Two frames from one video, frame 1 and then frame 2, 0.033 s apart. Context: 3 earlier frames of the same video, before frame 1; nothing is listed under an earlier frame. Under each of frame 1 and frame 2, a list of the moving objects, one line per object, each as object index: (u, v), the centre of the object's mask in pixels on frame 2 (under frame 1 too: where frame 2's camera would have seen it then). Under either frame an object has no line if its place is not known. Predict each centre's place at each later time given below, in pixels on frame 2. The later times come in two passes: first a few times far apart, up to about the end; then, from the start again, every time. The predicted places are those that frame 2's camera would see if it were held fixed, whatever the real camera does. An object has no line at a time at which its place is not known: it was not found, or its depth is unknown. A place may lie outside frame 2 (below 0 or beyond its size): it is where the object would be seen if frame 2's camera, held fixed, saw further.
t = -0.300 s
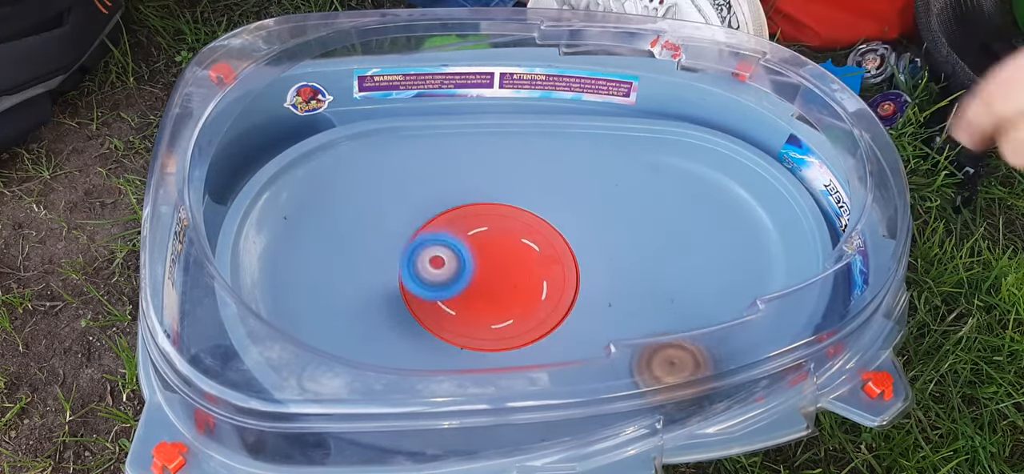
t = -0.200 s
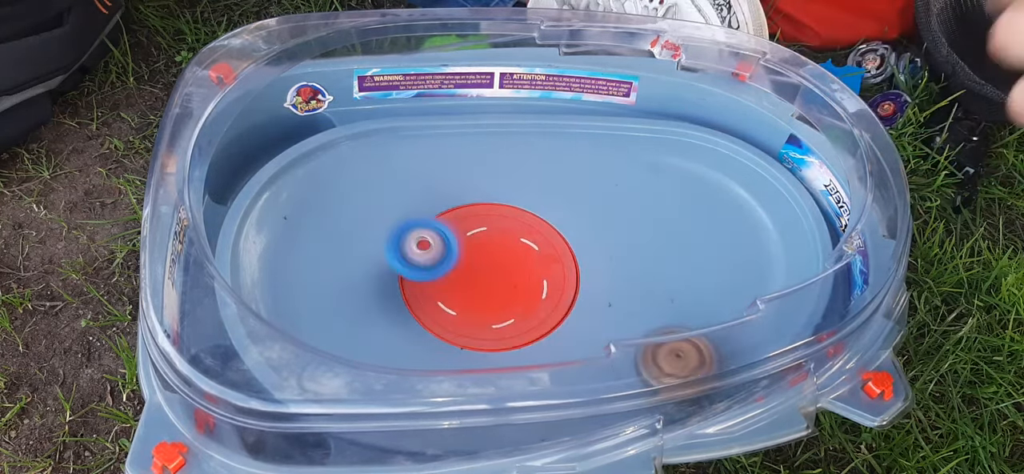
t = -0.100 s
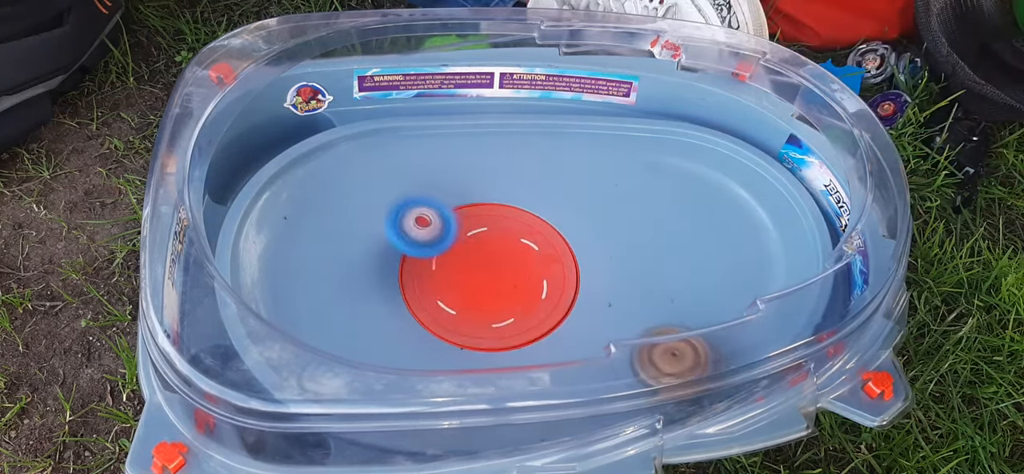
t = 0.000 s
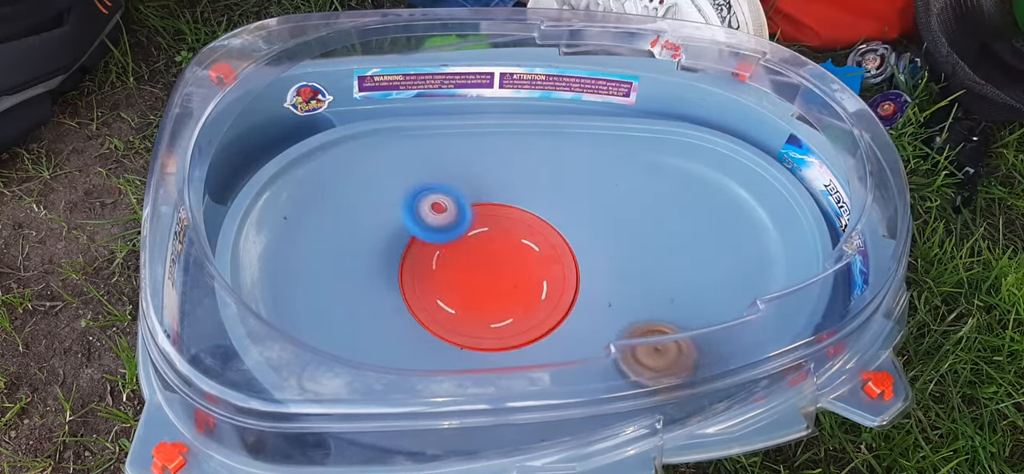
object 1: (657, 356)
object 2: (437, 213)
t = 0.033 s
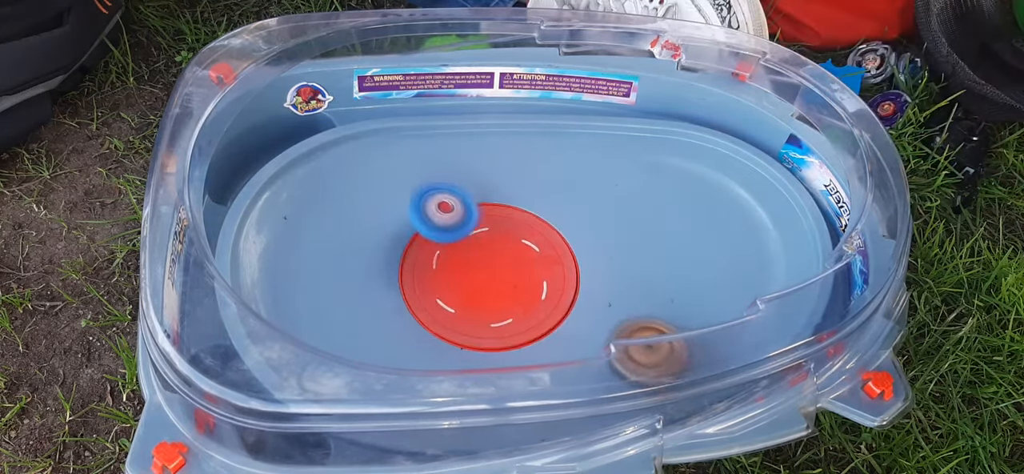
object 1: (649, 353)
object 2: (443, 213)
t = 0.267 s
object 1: (576, 319)
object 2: (476, 244)
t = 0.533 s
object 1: (542, 273)
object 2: (435, 249)
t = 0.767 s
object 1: (476, 266)
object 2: (452, 200)
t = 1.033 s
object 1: (460, 284)
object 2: (541, 243)
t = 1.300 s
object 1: (439, 309)
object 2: (528, 311)
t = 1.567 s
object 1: (424, 291)
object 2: (532, 306)
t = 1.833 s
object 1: (452, 258)
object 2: (529, 273)
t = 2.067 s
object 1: (467, 210)
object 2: (541, 223)
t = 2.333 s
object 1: (472, 197)
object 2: (540, 215)
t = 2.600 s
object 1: (463, 203)
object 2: (545, 263)
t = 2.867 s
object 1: (520, 227)
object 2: (467, 266)
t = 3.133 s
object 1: (555, 220)
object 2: (486, 209)
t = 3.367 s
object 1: (569, 248)
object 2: (499, 192)
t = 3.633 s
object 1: (570, 268)
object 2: (507, 220)
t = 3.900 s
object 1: (555, 282)
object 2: (468, 262)
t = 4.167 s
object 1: (513, 299)
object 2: (445, 268)
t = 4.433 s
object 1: (483, 321)
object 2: (481, 245)
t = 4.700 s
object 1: (483, 315)
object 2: (540, 273)
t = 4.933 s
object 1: (468, 290)
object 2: (540, 294)
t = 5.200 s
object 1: (445, 250)
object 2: (515, 270)
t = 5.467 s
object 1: (444, 226)
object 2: (541, 234)
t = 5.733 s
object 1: (477, 220)
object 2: (553, 237)
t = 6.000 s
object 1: (489, 199)
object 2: (543, 272)
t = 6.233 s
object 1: (503, 206)
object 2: (487, 259)
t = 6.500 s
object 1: (537, 214)
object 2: (465, 222)
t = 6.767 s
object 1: (563, 251)
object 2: (450, 203)
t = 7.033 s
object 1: (575, 263)
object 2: (482, 233)
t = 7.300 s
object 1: (554, 285)
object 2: (466, 261)
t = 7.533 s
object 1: (497, 303)
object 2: (455, 248)
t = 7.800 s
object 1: (461, 308)
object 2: (483, 239)
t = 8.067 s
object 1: (449, 285)
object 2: (529, 266)
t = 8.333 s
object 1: (460, 246)
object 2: (530, 288)
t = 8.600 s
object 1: (494, 216)
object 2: (488, 270)
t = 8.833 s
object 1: (528, 206)
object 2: (465, 239)
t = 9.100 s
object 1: (553, 224)
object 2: (479, 210)
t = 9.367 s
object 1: (564, 258)
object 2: (510, 222)
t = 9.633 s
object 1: (545, 299)
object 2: (488, 210)
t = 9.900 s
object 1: (497, 301)
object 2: (495, 240)
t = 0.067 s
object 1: (639, 347)
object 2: (450, 214)
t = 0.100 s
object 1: (629, 342)
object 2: (457, 217)
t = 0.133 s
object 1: (619, 338)
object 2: (463, 222)
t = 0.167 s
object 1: (608, 332)
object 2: (468, 227)
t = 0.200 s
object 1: (596, 325)
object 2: (472, 233)
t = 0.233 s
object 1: (586, 323)
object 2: (474, 238)
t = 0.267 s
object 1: (576, 319)
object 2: (476, 244)
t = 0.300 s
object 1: (564, 309)
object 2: (475, 249)
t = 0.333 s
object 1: (559, 302)
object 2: (475, 254)
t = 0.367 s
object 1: (558, 298)
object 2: (477, 261)
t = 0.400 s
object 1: (554, 292)
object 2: (480, 267)
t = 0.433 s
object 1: (554, 287)
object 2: (472, 265)
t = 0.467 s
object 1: (554, 284)
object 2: (455, 262)
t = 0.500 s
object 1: (549, 278)
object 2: (443, 256)
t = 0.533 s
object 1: (542, 273)
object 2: (435, 249)
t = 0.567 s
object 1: (532, 268)
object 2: (430, 241)
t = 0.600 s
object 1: (521, 264)
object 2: (428, 232)
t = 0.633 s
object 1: (510, 262)
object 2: (429, 225)
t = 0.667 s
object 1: (499, 260)
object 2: (433, 219)
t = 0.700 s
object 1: (488, 259)
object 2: (437, 213)
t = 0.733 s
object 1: (481, 262)
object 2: (443, 207)
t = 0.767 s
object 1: (476, 266)
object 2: (452, 200)
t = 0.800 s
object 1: (471, 270)
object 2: (463, 198)
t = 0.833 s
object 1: (467, 273)
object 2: (476, 198)
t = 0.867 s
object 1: (466, 275)
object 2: (488, 202)
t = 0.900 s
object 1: (465, 277)
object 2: (499, 208)
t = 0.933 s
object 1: (467, 278)
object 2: (509, 216)
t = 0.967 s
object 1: (469, 279)
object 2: (517, 227)
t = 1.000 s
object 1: (470, 279)
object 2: (523, 238)
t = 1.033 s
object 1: (460, 284)
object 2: (541, 243)
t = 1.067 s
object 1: (449, 286)
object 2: (557, 250)
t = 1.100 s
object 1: (441, 289)
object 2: (567, 260)
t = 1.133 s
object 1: (436, 294)
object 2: (573, 271)
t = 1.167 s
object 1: (433, 299)
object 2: (563, 281)
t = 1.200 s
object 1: (433, 302)
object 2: (557, 291)
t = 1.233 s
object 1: (433, 305)
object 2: (547, 299)
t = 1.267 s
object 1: (435, 307)
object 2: (537, 306)
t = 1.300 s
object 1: (439, 309)
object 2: (528, 311)
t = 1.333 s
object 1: (442, 308)
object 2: (517, 314)
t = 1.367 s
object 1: (436, 303)
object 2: (522, 314)
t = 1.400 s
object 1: (428, 297)
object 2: (526, 309)
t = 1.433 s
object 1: (424, 294)
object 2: (530, 307)
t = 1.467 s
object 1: (422, 292)
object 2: (531, 307)
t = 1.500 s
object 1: (422, 292)
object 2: (532, 307)
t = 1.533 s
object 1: (423, 291)
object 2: (532, 307)
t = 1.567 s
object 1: (424, 291)
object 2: (532, 306)
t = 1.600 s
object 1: (426, 290)
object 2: (532, 305)
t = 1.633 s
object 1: (430, 288)
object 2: (532, 303)
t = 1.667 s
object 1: (434, 285)
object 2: (531, 301)
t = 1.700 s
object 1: (437, 281)
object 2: (529, 297)
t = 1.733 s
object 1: (441, 277)
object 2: (528, 291)
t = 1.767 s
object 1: (446, 272)
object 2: (528, 286)
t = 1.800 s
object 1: (449, 265)
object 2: (529, 279)
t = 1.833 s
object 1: (452, 258)
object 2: (529, 273)
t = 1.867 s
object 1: (454, 251)
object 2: (530, 265)
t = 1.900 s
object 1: (456, 244)
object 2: (532, 258)
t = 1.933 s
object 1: (458, 238)
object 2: (534, 251)
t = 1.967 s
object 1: (461, 231)
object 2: (534, 243)
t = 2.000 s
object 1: (464, 224)
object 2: (535, 236)
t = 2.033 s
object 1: (466, 217)
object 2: (538, 228)
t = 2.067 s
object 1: (467, 210)
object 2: (541, 223)
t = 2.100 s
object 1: (466, 203)
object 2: (545, 217)
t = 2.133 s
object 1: (465, 196)
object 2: (548, 213)
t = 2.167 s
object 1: (466, 195)
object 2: (546, 213)
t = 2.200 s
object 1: (467, 198)
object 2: (543, 215)
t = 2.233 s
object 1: (468, 199)
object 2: (543, 215)
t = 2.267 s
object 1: (469, 198)
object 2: (543, 215)
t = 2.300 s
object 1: (471, 198)
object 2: (543, 214)
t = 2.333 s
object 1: (472, 197)
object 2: (540, 215)
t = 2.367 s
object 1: (472, 197)
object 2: (537, 216)
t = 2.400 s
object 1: (473, 196)
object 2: (535, 217)
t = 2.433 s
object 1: (474, 196)
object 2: (534, 220)
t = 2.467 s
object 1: (475, 197)
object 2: (534, 223)
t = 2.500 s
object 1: (470, 193)
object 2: (545, 236)
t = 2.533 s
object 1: (464, 196)
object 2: (550, 246)
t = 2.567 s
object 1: (461, 200)
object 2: (549, 254)
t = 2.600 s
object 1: (463, 203)
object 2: (545, 263)
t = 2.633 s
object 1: (466, 208)
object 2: (538, 269)
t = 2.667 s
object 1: (470, 213)
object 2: (529, 275)
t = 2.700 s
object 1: (475, 217)
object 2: (517, 279)
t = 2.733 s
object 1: (482, 221)
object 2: (506, 280)
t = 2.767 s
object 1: (490, 222)
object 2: (495, 279)
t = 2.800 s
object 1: (500, 224)
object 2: (485, 277)
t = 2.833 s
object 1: (511, 226)
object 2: (475, 272)
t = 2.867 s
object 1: (520, 227)
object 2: (467, 266)
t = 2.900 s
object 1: (530, 227)
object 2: (460, 258)
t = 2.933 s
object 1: (538, 225)
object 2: (457, 249)
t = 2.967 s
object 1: (546, 222)
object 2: (456, 239)
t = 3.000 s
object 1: (552, 219)
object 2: (459, 232)
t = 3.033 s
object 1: (551, 219)
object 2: (463, 224)
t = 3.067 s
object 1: (549, 220)
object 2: (470, 218)
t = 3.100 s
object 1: (550, 220)
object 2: (478, 212)
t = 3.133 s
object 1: (555, 220)
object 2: (486, 209)
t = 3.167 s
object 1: (557, 225)
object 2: (486, 205)
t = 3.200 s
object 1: (558, 229)
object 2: (491, 202)
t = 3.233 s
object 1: (561, 230)
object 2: (497, 201)
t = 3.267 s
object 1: (563, 234)
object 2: (501, 201)
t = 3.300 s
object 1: (565, 240)
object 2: (499, 198)
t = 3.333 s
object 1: (568, 244)
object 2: (498, 195)
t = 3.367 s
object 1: (569, 248)
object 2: (499, 192)
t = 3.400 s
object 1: (568, 251)
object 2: (500, 191)
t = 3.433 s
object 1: (569, 254)
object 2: (501, 192)
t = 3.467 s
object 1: (570, 256)
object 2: (504, 194)
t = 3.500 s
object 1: (567, 258)
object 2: (506, 197)
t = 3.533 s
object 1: (567, 260)
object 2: (507, 202)
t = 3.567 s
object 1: (569, 263)
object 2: (508, 207)
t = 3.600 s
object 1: (571, 266)
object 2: (508, 213)
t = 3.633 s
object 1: (570, 268)
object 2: (507, 220)
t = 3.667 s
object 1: (570, 270)
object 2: (504, 227)
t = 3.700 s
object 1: (569, 271)
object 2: (500, 233)
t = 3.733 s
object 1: (568, 273)
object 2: (496, 240)
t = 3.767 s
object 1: (566, 275)
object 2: (490, 245)
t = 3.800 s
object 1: (564, 278)
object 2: (485, 250)
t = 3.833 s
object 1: (562, 280)
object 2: (479, 255)
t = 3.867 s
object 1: (559, 281)
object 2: (474, 258)
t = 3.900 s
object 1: (555, 282)
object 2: (468, 262)
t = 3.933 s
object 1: (551, 284)
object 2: (464, 265)
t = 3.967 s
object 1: (547, 286)
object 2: (461, 267)
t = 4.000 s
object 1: (542, 287)
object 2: (458, 270)
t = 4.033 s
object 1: (536, 289)
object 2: (458, 273)
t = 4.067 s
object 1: (530, 290)
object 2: (458, 274)
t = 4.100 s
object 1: (525, 293)
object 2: (455, 273)
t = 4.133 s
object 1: (520, 296)
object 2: (450, 272)
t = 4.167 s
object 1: (513, 299)
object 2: (445, 268)
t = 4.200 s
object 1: (507, 303)
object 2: (443, 265)
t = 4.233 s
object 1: (501, 306)
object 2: (444, 261)
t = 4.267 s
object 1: (497, 308)
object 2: (447, 258)
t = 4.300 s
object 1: (493, 311)
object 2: (451, 255)
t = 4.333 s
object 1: (490, 314)
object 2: (456, 249)
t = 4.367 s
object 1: (486, 318)
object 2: (463, 246)
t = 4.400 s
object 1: (483, 320)
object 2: (472, 244)
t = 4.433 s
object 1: (483, 321)
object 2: (481, 245)
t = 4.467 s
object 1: (483, 321)
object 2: (491, 247)
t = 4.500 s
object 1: (483, 321)
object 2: (500, 249)
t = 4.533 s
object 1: (482, 321)
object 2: (508, 254)
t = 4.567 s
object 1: (483, 320)
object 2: (516, 259)
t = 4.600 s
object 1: (483, 319)
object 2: (522, 264)
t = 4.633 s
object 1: (483, 319)
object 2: (529, 266)
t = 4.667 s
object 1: (484, 317)
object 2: (535, 270)
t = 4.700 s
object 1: (483, 315)
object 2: (540, 273)
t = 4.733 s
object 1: (480, 312)
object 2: (546, 276)
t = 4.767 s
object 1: (477, 310)
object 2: (549, 280)
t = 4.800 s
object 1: (475, 307)
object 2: (551, 284)
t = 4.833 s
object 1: (474, 303)
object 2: (553, 287)
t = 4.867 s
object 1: (472, 300)
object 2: (550, 290)
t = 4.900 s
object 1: (470, 295)
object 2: (546, 293)
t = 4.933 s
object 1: (468, 290)
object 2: (540, 294)
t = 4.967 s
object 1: (464, 286)
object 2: (535, 293)
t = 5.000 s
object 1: (461, 280)
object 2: (532, 292)
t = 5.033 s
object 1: (459, 273)
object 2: (530, 290)
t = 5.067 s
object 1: (456, 267)
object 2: (526, 288)
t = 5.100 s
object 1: (452, 262)
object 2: (523, 284)
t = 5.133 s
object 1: (449, 257)
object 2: (521, 280)
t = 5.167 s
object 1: (447, 253)
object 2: (518, 275)
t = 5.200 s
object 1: (445, 250)
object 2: (515, 270)
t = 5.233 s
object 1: (443, 247)
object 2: (514, 264)
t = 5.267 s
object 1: (442, 244)
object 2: (513, 259)
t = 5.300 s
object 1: (442, 241)
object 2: (512, 252)
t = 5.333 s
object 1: (443, 238)
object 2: (510, 245)
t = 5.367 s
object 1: (442, 234)
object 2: (517, 240)
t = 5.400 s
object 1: (442, 230)
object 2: (527, 237)
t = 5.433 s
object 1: (442, 227)
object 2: (534, 235)
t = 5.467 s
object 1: (444, 226)
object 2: (541, 234)
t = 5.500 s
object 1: (446, 224)
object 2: (546, 234)
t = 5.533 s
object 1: (449, 223)
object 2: (551, 235)
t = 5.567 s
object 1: (452, 222)
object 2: (554, 236)
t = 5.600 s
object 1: (456, 221)
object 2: (557, 236)
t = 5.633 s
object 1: (461, 221)
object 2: (557, 237)
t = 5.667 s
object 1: (465, 220)
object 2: (557, 236)
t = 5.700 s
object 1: (470, 221)
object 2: (556, 236)
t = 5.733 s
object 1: (477, 220)
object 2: (553, 237)
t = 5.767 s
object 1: (483, 218)
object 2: (550, 238)
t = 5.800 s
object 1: (488, 215)
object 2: (546, 239)
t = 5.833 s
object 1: (488, 209)
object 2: (553, 245)
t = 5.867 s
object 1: (487, 204)
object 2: (558, 253)
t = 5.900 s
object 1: (487, 202)
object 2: (557, 258)
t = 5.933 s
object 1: (488, 200)
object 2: (555, 264)
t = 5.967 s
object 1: (489, 200)
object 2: (550, 269)
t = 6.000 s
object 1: (489, 199)
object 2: (543, 272)
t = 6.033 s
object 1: (490, 199)
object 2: (535, 274)
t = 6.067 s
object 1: (490, 200)
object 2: (526, 274)
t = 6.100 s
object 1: (491, 202)
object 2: (517, 272)
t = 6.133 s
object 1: (492, 205)
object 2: (509, 268)
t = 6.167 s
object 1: (494, 206)
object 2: (502, 263)
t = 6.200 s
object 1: (498, 206)
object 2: (495, 258)
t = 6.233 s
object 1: (503, 206)
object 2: (487, 259)
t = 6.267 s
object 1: (509, 207)
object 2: (480, 258)
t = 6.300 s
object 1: (513, 207)
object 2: (474, 254)
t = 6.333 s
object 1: (518, 208)
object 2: (469, 249)
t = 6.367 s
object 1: (523, 210)
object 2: (465, 244)
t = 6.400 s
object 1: (528, 210)
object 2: (463, 238)
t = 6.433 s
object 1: (532, 211)
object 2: (463, 233)
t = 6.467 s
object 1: (535, 213)
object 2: (463, 228)
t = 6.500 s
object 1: (537, 214)
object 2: (465, 222)
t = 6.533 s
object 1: (540, 215)
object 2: (469, 218)
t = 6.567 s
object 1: (542, 217)
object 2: (475, 215)
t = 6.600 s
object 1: (554, 219)
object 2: (465, 213)
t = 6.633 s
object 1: (556, 231)
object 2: (456, 212)
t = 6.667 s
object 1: (556, 239)
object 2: (452, 208)
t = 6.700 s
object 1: (557, 244)
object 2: (450, 205)
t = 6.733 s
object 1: (560, 248)
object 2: (449, 204)
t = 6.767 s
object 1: (563, 251)
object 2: (450, 203)
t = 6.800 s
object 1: (568, 254)
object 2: (453, 203)
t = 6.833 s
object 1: (572, 257)
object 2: (456, 204)
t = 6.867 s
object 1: (574, 259)
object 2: (459, 207)
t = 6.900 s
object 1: (578, 262)
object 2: (464, 211)
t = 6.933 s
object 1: (579, 262)
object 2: (469, 216)
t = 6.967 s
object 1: (579, 263)
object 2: (474, 220)
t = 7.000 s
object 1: (577, 263)
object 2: (478, 227)
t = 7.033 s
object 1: (575, 263)
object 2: (482, 233)
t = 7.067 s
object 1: (575, 266)
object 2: (486, 240)
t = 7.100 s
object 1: (576, 270)
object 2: (490, 246)
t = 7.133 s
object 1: (573, 275)
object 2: (493, 253)
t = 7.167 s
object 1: (570, 279)
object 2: (497, 259)
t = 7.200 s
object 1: (566, 280)
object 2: (498, 264)
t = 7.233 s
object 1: (563, 281)
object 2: (483, 263)
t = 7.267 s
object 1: (559, 283)
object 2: (472, 262)
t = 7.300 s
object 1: (554, 285)
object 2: (466, 261)
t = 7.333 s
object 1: (546, 288)
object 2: (461, 258)
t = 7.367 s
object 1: (538, 292)
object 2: (457, 254)
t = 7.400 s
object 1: (529, 295)
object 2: (454, 251)
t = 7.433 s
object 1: (520, 298)
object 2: (453, 249)
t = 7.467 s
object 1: (512, 299)
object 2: (453, 249)
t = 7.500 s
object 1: (503, 301)
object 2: (454, 249)
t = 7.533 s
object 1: (497, 303)
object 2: (455, 248)
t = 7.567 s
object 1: (494, 307)
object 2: (453, 244)
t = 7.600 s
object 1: (490, 309)
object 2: (452, 240)
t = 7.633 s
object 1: (484, 310)
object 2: (455, 238)
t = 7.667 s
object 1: (478, 310)
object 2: (459, 235)
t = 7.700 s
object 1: (473, 310)
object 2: (463, 234)
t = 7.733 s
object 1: (469, 310)
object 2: (469, 234)
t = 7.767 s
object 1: (465, 309)
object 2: (476, 236)
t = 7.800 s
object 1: (461, 308)
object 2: (483, 239)
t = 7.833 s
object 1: (458, 305)
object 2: (488, 242)
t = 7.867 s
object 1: (456, 303)
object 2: (494, 246)
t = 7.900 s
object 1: (455, 301)
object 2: (499, 250)
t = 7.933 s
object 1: (452, 298)
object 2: (506, 253)
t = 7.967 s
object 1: (450, 296)
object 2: (512, 256)
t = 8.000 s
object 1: (449, 293)
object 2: (519, 259)
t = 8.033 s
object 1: (449, 289)
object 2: (524, 263)
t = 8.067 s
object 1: (449, 285)
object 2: (529, 266)
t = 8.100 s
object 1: (450, 281)
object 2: (533, 270)
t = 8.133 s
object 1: (450, 276)
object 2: (536, 273)
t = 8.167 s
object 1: (451, 272)
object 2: (539, 277)
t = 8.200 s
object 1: (453, 266)
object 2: (539, 280)
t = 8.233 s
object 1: (455, 262)
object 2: (538, 283)
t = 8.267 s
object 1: (456, 256)
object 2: (537, 286)
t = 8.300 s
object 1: (458, 251)
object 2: (534, 287)
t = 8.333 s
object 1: (460, 246)
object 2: (530, 288)
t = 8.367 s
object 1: (463, 242)
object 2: (525, 288)
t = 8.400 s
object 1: (466, 238)
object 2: (520, 288)
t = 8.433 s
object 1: (470, 234)
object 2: (514, 285)
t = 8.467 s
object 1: (473, 229)
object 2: (508, 281)
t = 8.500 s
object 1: (477, 225)
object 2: (502, 277)
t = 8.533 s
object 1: (481, 221)
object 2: (497, 271)
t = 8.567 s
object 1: (488, 218)
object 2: (492, 270)
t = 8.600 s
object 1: (494, 216)
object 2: (488, 270)
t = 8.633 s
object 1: (500, 213)
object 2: (483, 266)
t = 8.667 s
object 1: (505, 212)
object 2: (477, 263)
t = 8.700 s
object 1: (510, 210)
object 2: (473, 258)
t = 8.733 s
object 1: (515, 208)
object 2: (470, 254)
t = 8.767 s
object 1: (520, 207)
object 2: (468, 250)
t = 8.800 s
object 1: (524, 207)
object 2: (466, 245)
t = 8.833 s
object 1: (528, 206)
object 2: (465, 239)
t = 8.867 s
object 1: (532, 206)
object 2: (466, 234)
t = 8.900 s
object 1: (534, 207)
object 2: (467, 230)
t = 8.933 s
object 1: (537, 209)
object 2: (470, 226)
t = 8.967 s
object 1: (540, 211)
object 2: (472, 222)
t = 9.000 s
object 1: (543, 213)
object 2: (477, 219)
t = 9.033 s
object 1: (548, 216)
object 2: (476, 216)
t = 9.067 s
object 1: (551, 220)
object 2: (476, 213)
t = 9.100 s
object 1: (553, 224)
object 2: (479, 210)
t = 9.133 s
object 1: (557, 228)
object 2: (482, 210)
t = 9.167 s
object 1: (559, 231)
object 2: (484, 209)
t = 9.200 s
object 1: (562, 236)
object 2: (487, 209)
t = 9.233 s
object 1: (564, 240)
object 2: (491, 209)
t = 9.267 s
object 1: (565, 243)
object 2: (496, 211)
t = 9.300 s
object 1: (565, 248)
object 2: (502, 214)
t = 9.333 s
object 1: (565, 253)
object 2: (506, 218)
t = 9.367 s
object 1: (564, 258)
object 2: (510, 222)
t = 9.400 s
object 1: (562, 264)
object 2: (512, 225)
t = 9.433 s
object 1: (566, 272)
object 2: (506, 221)
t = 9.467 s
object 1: (565, 280)
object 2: (500, 218)
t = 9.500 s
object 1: (560, 284)
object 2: (496, 216)
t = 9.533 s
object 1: (557, 289)
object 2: (493, 213)
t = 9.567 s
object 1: (554, 293)
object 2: (490, 210)
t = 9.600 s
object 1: (550, 296)
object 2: (489, 210)
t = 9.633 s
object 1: (545, 299)
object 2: (488, 210)
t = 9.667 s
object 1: (541, 302)
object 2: (486, 211)
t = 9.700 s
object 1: (535, 303)
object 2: (486, 212)
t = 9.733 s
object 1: (530, 304)
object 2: (487, 215)
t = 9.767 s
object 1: (523, 305)
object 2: (487, 219)
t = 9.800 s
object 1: (517, 305)
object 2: (488, 224)
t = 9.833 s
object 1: (511, 304)
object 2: (489, 227)
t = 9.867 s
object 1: (503, 303)
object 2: (492, 233)
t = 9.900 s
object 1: (497, 301)
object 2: (495, 240)
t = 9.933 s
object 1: (491, 302)
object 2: (496, 241)
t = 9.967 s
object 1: (482, 308)
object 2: (500, 231)
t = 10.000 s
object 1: (474, 308)
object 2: (504, 227)
